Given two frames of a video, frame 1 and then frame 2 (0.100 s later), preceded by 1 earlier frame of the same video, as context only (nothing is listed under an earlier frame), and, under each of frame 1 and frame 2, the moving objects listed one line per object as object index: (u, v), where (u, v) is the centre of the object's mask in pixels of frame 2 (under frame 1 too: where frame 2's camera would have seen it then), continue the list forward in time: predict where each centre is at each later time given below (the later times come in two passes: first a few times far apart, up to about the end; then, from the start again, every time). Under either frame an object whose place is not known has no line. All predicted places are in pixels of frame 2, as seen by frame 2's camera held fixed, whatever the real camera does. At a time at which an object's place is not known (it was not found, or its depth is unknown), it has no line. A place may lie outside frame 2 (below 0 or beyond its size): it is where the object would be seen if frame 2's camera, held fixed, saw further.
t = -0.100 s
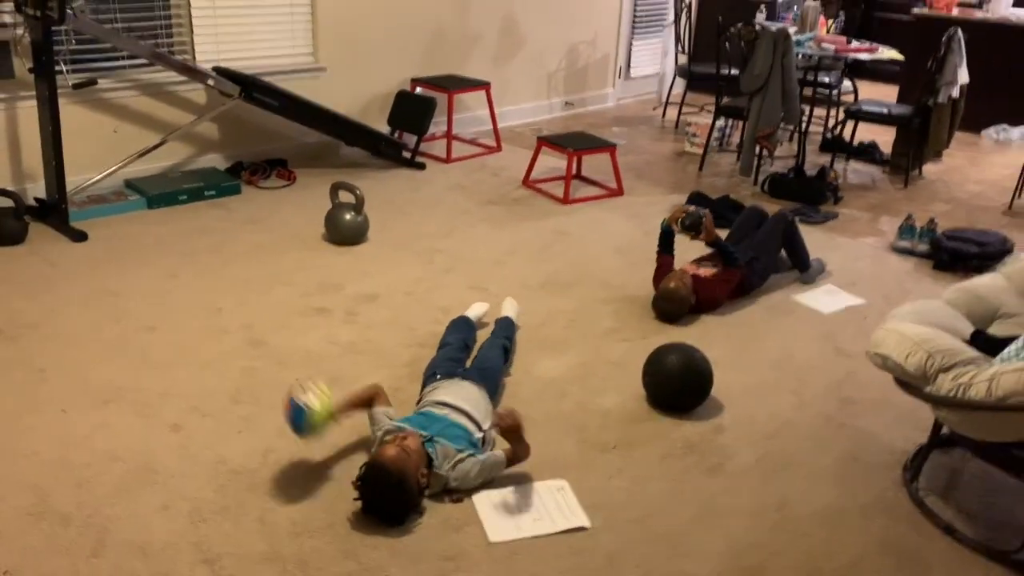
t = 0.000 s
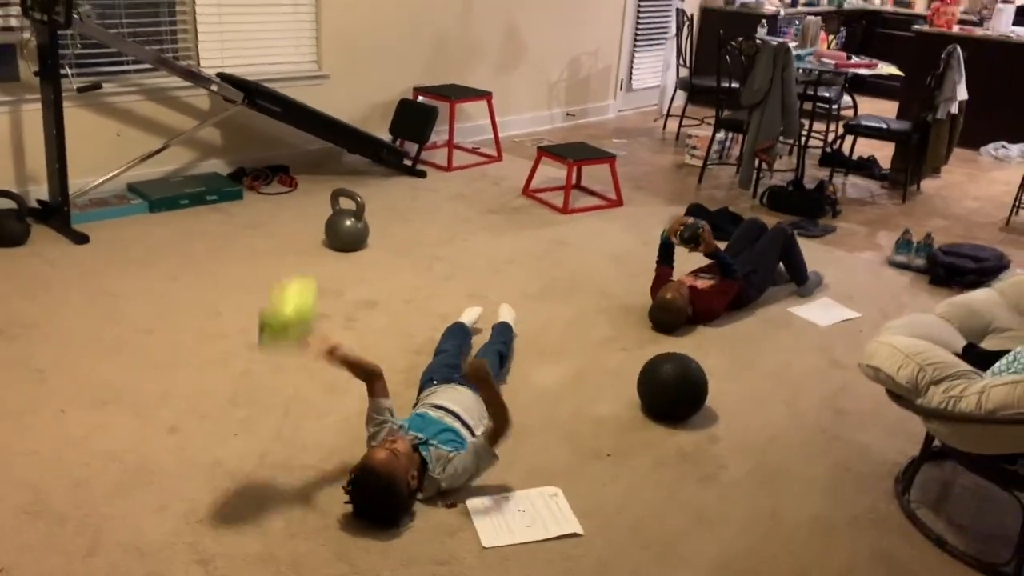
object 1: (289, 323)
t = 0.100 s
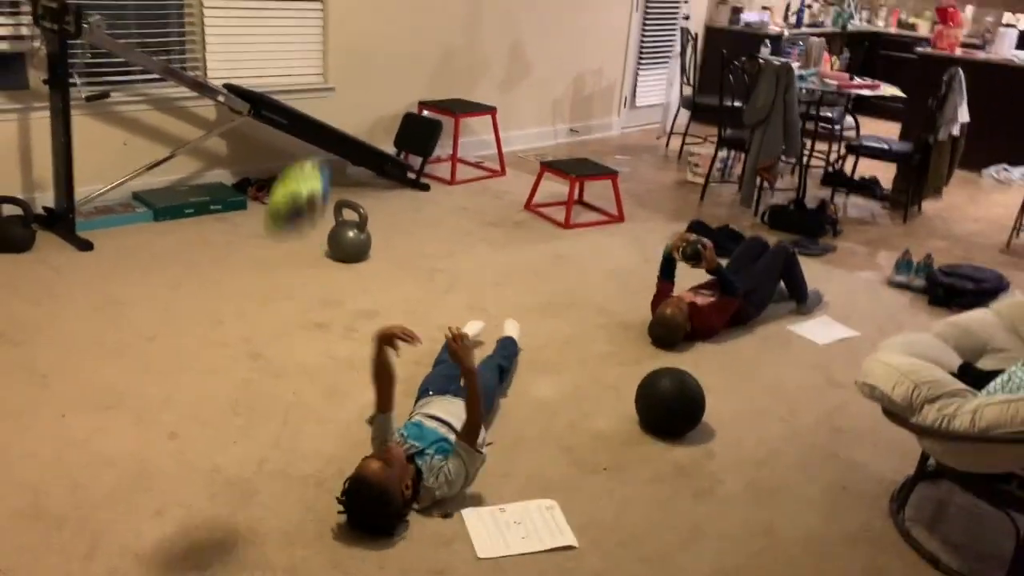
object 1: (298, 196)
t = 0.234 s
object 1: (311, 75)
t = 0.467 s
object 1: (342, 24)
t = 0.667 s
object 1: (369, 162)
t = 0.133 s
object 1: (300, 161)
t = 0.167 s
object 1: (306, 127)
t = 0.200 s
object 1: (309, 102)
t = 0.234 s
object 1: (311, 75)
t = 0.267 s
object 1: (316, 53)
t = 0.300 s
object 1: (319, 36)
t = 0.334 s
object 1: (323, 24)
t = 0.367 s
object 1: (328, 17)
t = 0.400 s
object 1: (332, 16)
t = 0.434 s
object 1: (336, 18)
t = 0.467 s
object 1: (342, 24)
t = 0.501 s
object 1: (346, 36)
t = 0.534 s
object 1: (351, 50)
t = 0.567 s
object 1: (355, 71)
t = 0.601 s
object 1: (359, 95)
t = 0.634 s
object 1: (364, 128)
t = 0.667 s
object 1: (369, 162)
